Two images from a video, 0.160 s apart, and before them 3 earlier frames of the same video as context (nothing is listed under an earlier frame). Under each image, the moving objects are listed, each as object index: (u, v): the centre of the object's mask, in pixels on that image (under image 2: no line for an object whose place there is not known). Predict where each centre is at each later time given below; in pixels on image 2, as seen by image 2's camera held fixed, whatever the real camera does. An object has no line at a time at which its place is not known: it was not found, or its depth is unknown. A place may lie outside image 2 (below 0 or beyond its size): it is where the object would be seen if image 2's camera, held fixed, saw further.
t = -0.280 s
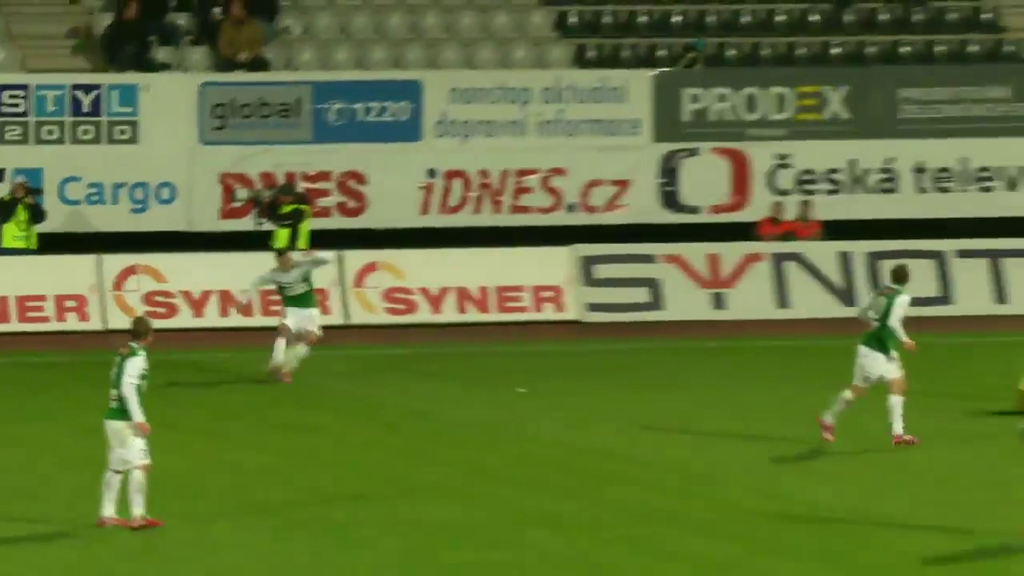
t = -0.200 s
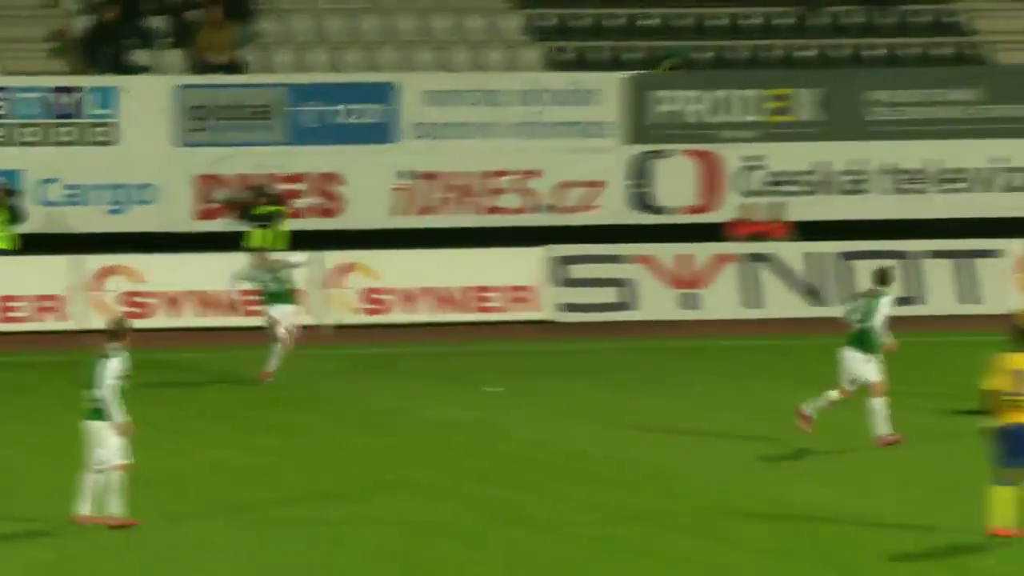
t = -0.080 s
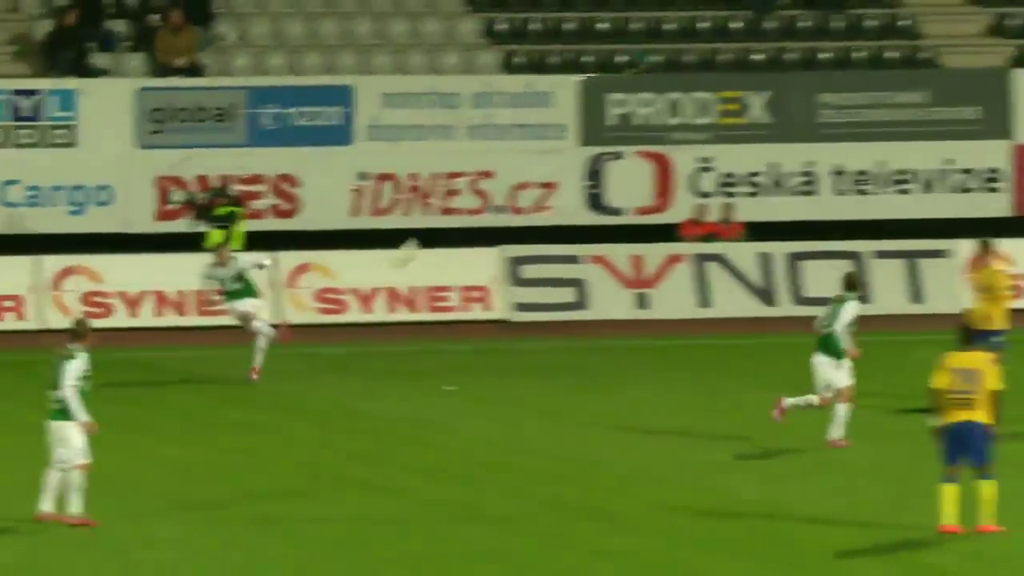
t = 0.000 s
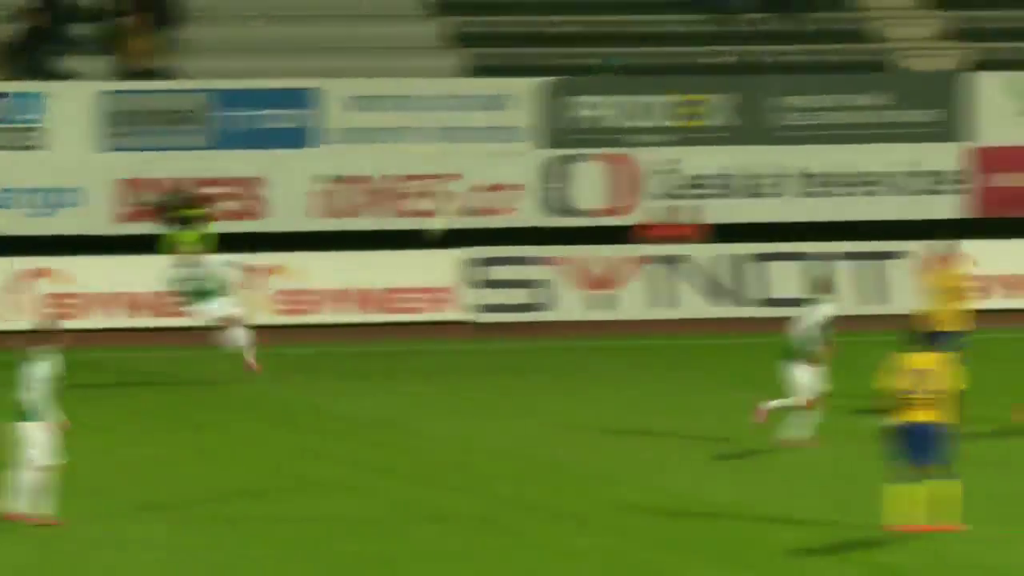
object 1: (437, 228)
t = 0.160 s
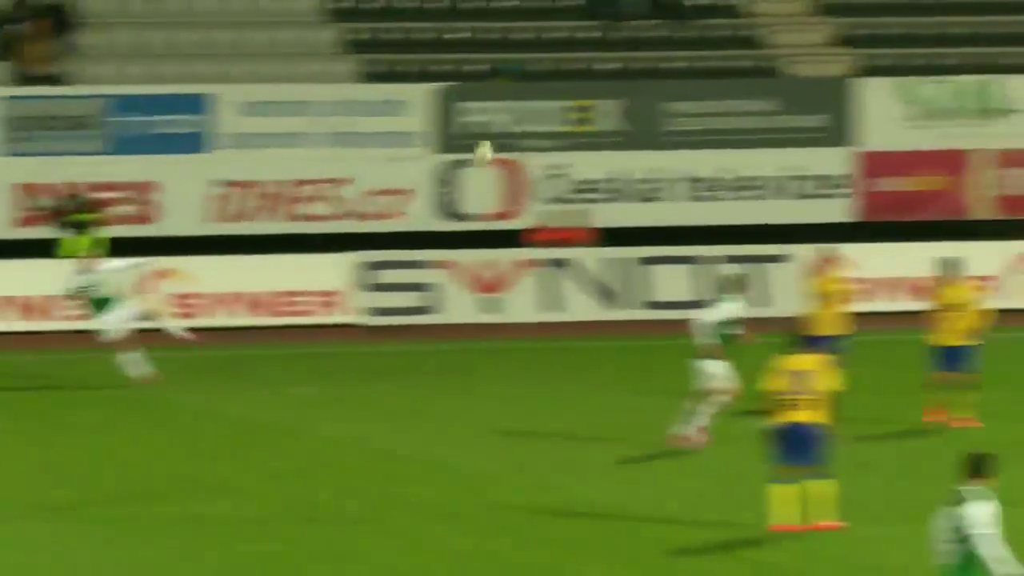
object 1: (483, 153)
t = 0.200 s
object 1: (510, 139)
